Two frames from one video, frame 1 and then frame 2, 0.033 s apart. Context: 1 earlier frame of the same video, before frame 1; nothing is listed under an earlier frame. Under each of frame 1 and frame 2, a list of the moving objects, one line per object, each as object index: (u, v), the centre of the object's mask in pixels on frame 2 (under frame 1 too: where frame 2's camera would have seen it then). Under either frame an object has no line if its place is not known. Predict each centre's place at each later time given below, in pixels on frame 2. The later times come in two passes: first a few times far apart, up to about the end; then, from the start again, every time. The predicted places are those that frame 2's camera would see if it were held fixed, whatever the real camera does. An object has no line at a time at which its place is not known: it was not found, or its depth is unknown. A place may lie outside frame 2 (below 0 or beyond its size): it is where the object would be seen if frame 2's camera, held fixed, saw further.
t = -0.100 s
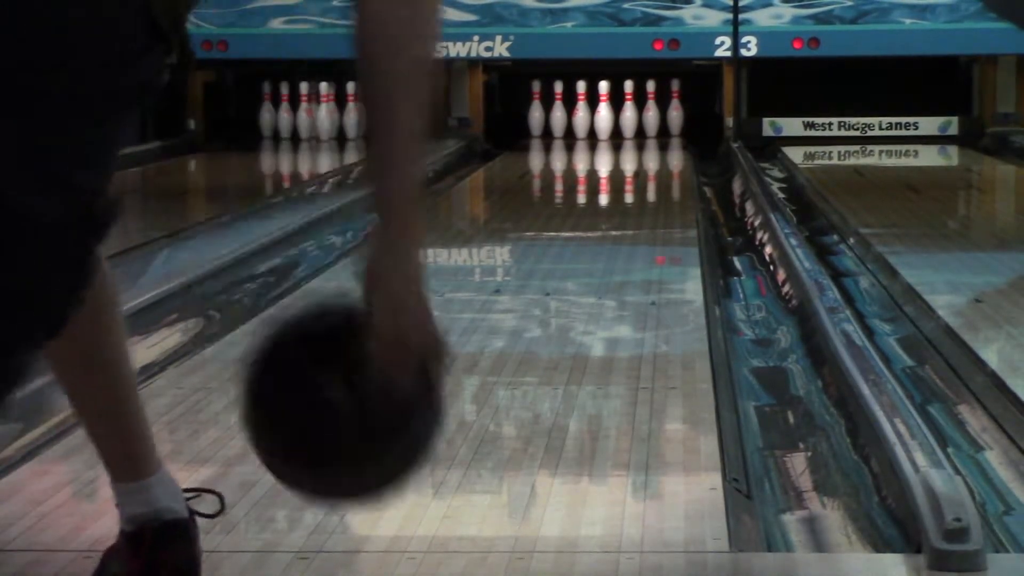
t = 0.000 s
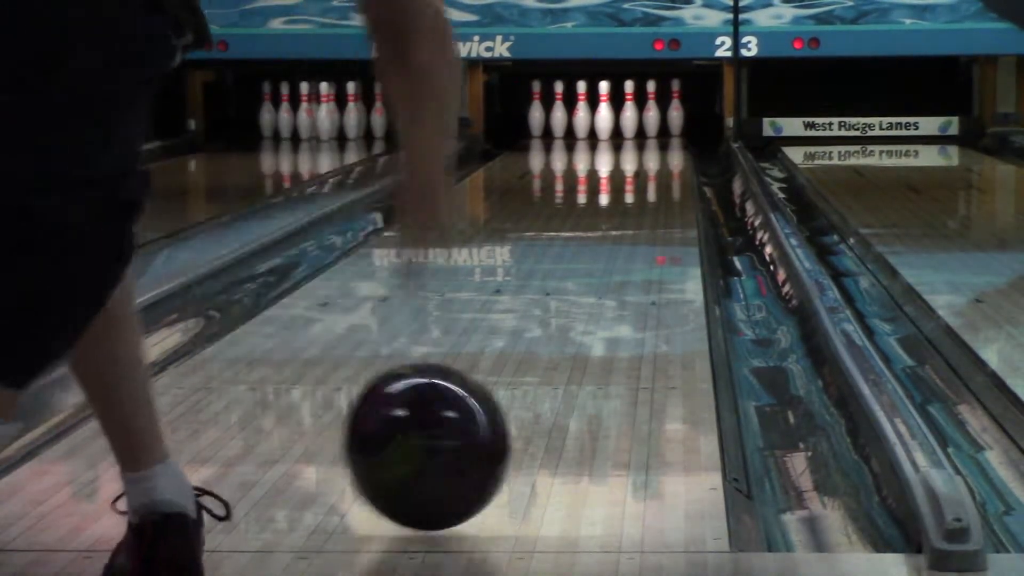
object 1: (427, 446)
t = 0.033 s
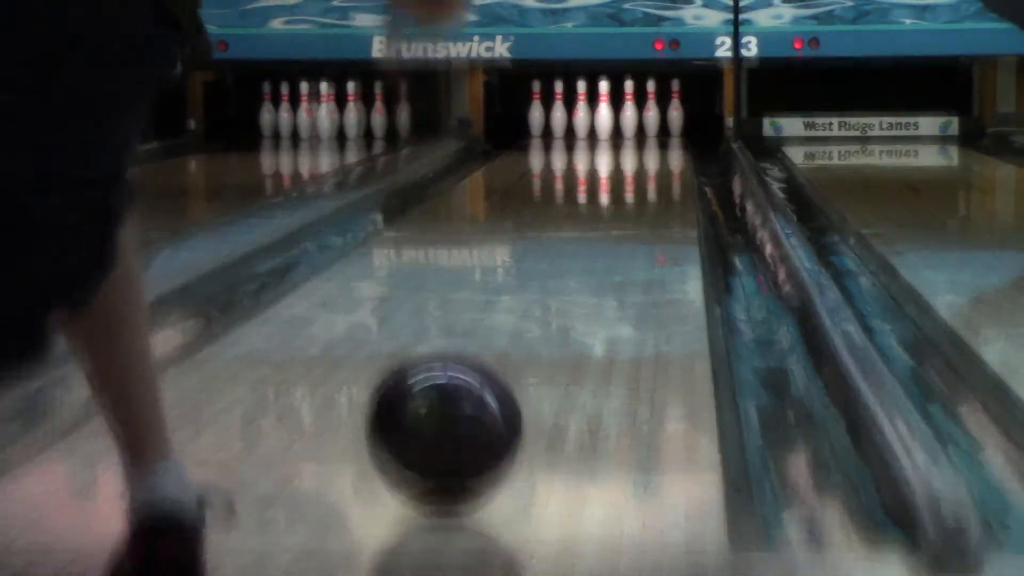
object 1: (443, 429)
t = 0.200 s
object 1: (515, 348)
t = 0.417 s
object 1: (570, 282)
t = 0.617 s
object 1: (602, 242)
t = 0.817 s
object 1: (623, 213)
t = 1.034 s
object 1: (639, 189)
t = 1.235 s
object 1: (648, 173)
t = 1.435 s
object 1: (655, 161)
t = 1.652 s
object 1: (656, 149)
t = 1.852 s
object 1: (652, 140)
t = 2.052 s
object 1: (641, 133)
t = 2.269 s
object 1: (624, 127)
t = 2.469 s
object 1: (609, 123)
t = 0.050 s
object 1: (456, 415)
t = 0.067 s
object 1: (463, 409)
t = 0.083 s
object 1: (472, 401)
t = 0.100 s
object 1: (478, 393)
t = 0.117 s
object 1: (486, 382)
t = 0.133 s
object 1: (491, 376)
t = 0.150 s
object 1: (499, 369)
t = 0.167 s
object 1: (503, 362)
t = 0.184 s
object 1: (510, 354)
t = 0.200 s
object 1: (515, 348)
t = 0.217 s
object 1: (521, 342)
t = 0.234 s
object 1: (526, 335)
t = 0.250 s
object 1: (531, 329)
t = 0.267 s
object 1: (536, 323)
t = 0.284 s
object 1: (540, 318)
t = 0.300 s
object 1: (544, 313)
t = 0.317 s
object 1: (548, 308)
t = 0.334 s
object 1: (552, 303)
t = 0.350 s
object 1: (556, 299)
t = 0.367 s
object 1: (560, 295)
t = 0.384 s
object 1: (563, 290)
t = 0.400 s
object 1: (567, 286)
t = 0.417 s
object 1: (570, 282)
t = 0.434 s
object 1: (573, 278)
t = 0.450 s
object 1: (577, 274)
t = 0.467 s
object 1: (580, 271)
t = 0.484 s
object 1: (582, 267)
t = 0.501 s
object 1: (585, 264)
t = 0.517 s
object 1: (587, 260)
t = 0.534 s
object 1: (590, 257)
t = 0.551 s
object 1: (592, 254)
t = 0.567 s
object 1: (595, 251)
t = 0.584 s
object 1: (597, 248)
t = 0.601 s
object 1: (599, 245)
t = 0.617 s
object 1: (602, 242)
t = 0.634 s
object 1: (604, 239)
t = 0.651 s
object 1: (606, 237)
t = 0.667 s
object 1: (608, 234)
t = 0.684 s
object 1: (610, 232)
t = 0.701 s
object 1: (611, 229)
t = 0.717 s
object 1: (613, 227)
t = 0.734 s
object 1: (614, 225)
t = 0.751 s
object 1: (616, 222)
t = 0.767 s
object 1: (618, 220)
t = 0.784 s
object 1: (620, 217)
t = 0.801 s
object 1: (622, 215)
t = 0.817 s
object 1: (623, 213)
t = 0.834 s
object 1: (624, 211)
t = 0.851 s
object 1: (626, 209)
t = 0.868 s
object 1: (627, 207)
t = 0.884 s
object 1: (628, 205)
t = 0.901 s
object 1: (629, 203)
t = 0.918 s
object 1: (631, 201)
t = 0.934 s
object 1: (632, 199)
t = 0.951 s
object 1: (633, 198)
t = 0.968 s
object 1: (634, 196)
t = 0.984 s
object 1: (636, 195)
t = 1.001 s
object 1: (637, 193)
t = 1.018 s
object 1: (637, 191)
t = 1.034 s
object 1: (639, 189)
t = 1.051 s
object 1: (640, 188)
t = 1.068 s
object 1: (640, 186)
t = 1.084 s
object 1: (641, 185)
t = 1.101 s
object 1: (642, 183)
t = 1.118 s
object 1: (643, 182)
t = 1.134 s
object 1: (644, 180)
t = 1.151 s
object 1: (645, 179)
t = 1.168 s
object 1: (646, 178)
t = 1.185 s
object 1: (646, 177)
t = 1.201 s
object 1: (647, 176)
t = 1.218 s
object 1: (647, 175)
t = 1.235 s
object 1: (648, 173)
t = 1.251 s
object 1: (649, 172)
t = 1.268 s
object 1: (649, 171)
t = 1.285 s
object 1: (650, 170)
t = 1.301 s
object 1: (651, 169)
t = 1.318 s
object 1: (652, 168)
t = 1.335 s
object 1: (652, 167)
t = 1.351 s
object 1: (653, 165)
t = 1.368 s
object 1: (653, 164)
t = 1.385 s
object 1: (653, 164)
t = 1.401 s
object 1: (654, 163)
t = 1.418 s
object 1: (654, 162)
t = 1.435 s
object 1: (655, 161)
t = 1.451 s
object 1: (655, 160)
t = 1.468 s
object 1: (655, 159)
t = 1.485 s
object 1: (656, 158)
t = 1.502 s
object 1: (656, 157)
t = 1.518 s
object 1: (657, 155)
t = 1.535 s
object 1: (657, 155)
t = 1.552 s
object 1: (657, 154)
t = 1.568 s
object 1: (657, 154)
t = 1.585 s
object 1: (657, 152)
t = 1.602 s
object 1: (657, 151)
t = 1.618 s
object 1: (656, 151)
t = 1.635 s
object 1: (656, 150)
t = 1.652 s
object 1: (656, 149)
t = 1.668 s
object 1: (656, 148)
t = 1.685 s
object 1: (656, 147)
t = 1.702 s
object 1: (656, 146)
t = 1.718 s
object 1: (655, 146)
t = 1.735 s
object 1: (655, 145)
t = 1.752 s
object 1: (655, 144)
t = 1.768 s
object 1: (654, 144)
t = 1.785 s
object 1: (654, 143)
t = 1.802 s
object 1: (653, 142)
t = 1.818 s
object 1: (653, 142)
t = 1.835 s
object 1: (652, 141)
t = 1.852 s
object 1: (652, 140)
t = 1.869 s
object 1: (651, 140)
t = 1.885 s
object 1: (650, 139)
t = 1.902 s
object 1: (650, 138)
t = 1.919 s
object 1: (649, 138)
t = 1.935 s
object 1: (649, 137)
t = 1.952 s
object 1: (647, 137)
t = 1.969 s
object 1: (646, 136)
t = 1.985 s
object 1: (645, 135)
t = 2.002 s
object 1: (644, 135)
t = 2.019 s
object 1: (643, 134)
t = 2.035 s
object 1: (641, 134)
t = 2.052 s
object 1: (641, 133)
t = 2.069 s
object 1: (640, 132)
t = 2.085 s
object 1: (638, 132)
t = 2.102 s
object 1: (637, 132)
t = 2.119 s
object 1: (635, 131)
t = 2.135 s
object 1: (634, 131)
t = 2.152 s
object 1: (633, 130)
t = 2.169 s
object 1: (632, 130)
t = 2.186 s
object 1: (631, 130)
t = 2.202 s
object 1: (629, 130)
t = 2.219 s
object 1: (628, 129)
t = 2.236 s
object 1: (627, 128)
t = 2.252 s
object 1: (625, 127)
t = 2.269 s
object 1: (624, 127)
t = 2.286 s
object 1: (621, 127)
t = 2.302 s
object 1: (619, 126)
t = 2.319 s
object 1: (618, 126)
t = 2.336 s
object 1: (616, 126)
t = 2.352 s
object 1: (614, 125)
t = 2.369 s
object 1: (612, 124)
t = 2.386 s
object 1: (612, 124)
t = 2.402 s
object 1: (612, 124)
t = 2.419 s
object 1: (612, 124)
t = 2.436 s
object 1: (611, 124)
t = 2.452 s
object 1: (609, 124)
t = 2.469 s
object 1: (609, 123)
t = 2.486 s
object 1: (608, 123)
